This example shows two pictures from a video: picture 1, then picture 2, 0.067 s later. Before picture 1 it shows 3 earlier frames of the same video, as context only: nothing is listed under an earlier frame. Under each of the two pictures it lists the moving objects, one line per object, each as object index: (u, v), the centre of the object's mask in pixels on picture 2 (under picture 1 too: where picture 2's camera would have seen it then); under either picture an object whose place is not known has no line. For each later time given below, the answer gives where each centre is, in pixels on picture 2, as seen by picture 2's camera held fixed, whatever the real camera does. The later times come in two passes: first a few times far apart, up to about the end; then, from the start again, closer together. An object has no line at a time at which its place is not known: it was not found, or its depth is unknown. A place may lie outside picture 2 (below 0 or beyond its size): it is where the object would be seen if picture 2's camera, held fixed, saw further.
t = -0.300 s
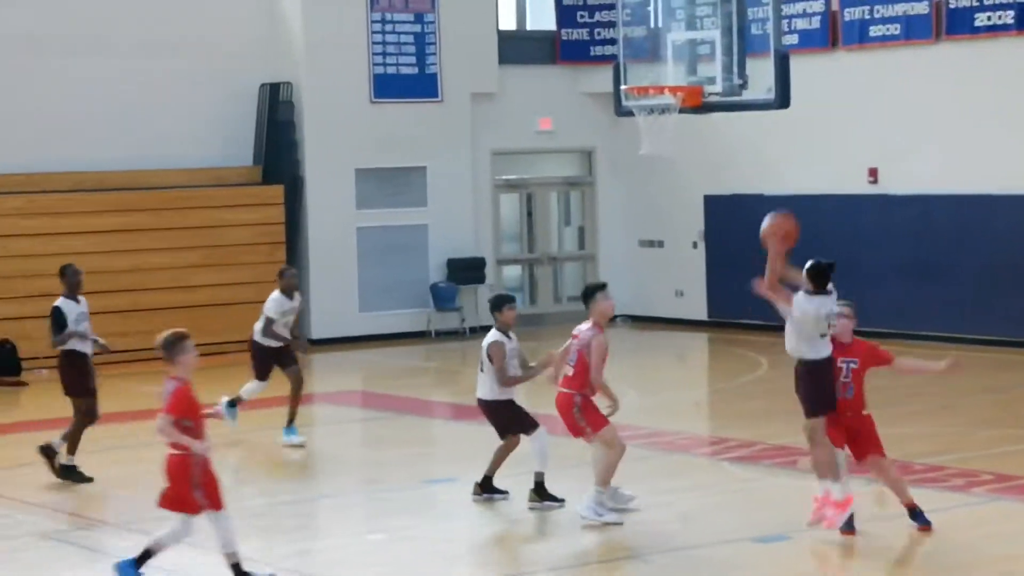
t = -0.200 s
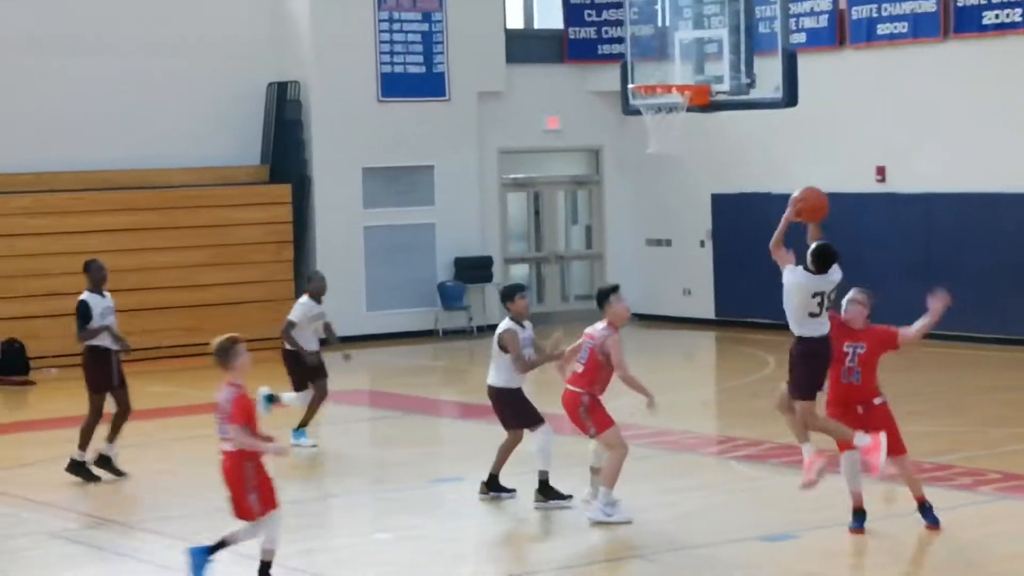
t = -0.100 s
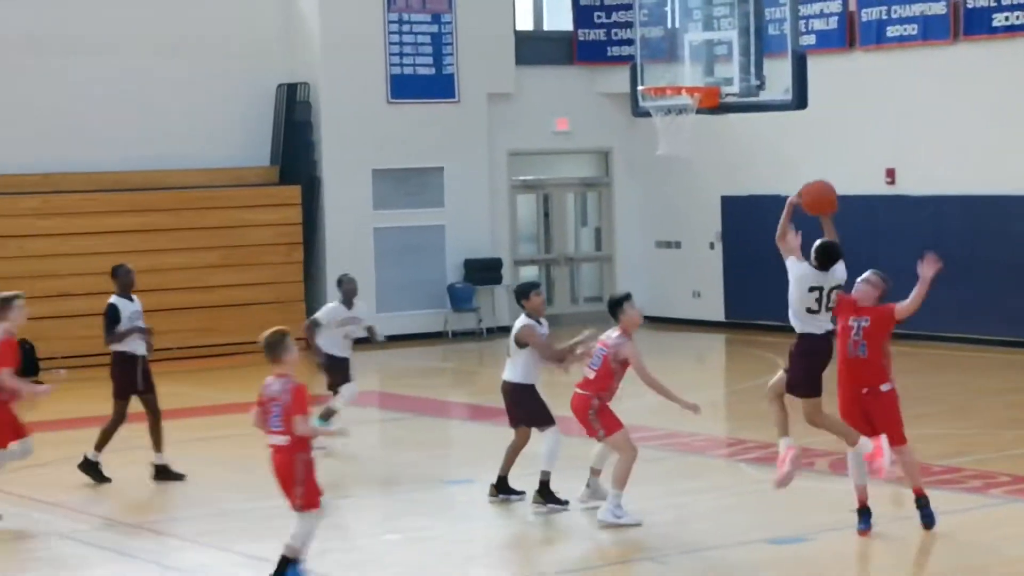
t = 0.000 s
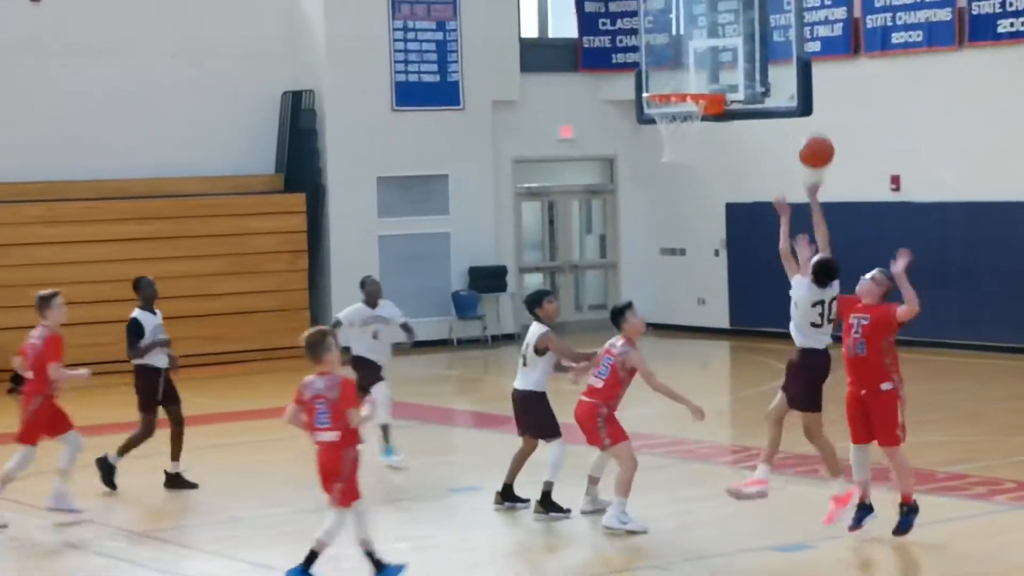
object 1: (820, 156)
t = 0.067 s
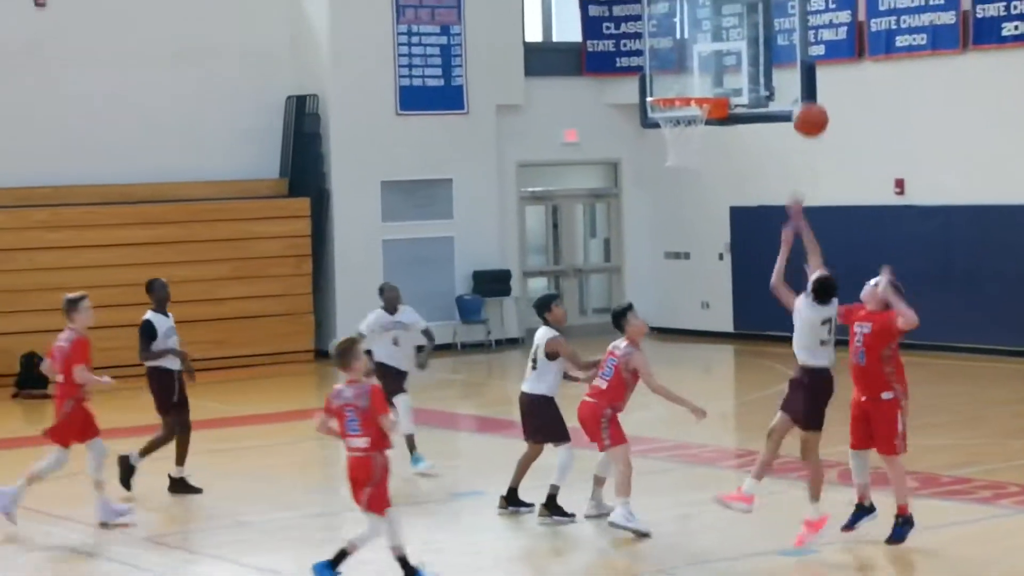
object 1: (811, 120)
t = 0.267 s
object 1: (784, 55)
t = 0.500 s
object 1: (737, 52)
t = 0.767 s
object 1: (671, 84)
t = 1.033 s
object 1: (674, 113)
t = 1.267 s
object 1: (685, 185)
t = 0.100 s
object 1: (806, 105)
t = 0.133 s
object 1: (802, 92)
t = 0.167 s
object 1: (798, 81)
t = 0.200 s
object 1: (794, 70)
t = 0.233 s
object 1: (789, 62)
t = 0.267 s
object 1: (784, 55)
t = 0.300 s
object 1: (781, 51)
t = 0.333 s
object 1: (777, 49)
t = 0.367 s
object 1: (774, 47)
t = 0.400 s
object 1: (770, 46)
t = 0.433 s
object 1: (760, 47)
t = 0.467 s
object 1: (748, 48)
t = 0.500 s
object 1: (737, 52)
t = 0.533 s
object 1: (726, 57)
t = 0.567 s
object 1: (714, 62)
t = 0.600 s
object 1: (703, 70)
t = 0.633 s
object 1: (691, 79)
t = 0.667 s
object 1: (684, 82)
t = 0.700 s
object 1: (680, 82)
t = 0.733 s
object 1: (675, 82)
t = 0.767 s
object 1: (671, 84)
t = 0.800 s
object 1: (667, 86)
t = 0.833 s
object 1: (664, 88)
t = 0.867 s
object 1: (666, 87)
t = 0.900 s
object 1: (667, 88)
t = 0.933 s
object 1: (668, 89)
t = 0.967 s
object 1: (671, 95)
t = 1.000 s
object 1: (675, 101)
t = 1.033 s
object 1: (674, 113)
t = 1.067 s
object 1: (676, 119)
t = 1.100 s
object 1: (677, 129)
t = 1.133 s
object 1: (678, 138)
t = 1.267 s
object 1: (685, 185)
